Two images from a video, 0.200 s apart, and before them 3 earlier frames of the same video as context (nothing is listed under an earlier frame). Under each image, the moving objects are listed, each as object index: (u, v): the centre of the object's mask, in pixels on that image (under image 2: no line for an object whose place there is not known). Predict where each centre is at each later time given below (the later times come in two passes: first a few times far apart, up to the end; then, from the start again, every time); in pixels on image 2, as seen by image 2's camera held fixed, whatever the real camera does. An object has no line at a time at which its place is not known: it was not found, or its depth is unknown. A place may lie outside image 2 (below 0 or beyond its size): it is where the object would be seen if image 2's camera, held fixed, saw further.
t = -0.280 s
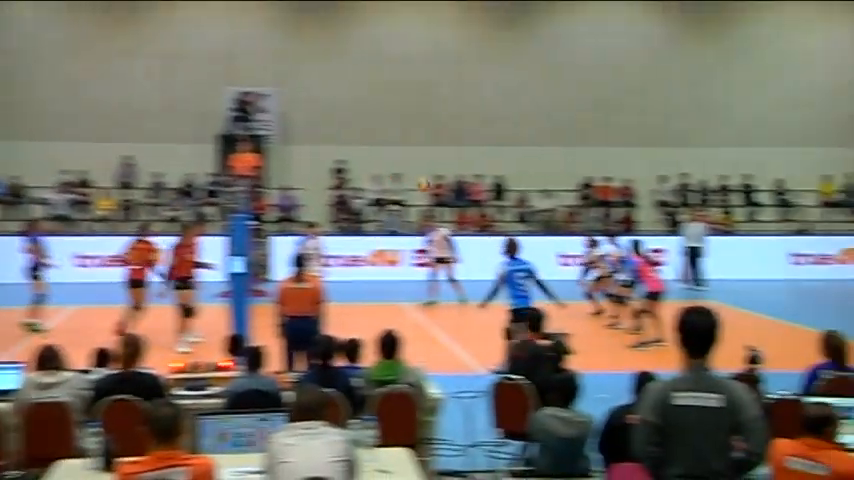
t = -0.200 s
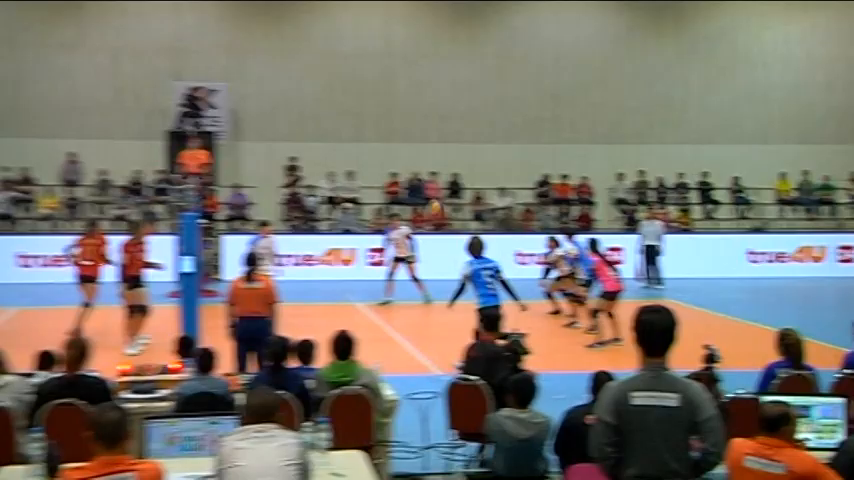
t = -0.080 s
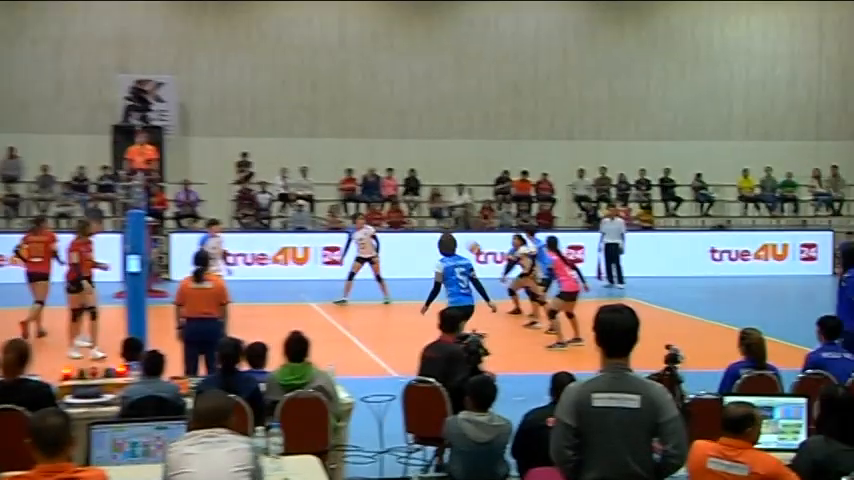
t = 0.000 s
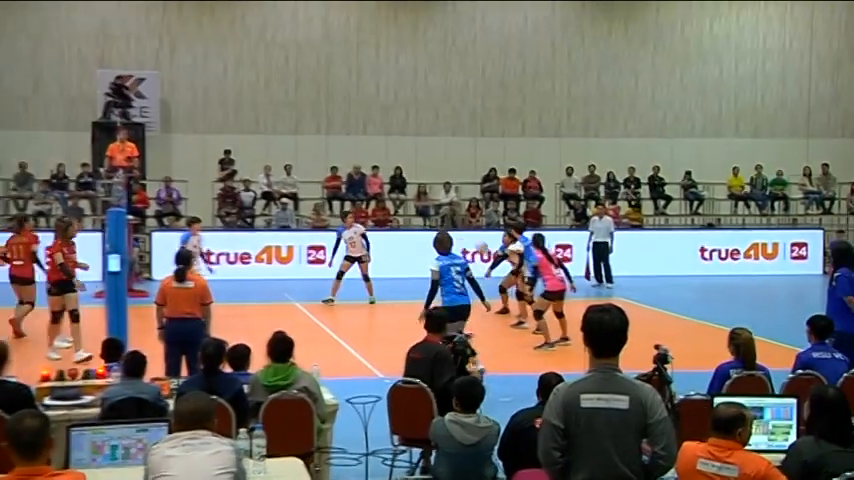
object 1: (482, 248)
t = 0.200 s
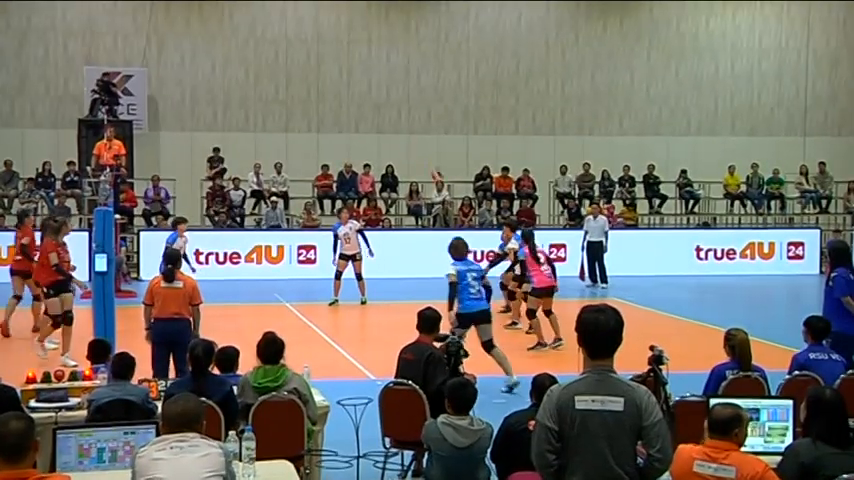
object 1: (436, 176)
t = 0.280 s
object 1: (420, 149)
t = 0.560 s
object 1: (366, 99)
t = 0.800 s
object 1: (319, 96)
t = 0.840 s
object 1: (310, 98)
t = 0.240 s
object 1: (428, 161)
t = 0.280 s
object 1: (420, 149)
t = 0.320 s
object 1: (412, 139)
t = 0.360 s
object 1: (405, 130)
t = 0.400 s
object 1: (397, 122)
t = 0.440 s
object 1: (390, 115)
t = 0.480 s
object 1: (382, 110)
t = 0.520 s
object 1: (373, 105)
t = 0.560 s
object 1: (366, 99)
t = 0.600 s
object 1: (358, 96)
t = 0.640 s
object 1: (350, 94)
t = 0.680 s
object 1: (342, 93)
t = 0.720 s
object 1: (335, 93)
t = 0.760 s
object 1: (328, 94)
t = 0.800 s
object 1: (319, 96)
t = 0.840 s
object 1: (310, 98)
